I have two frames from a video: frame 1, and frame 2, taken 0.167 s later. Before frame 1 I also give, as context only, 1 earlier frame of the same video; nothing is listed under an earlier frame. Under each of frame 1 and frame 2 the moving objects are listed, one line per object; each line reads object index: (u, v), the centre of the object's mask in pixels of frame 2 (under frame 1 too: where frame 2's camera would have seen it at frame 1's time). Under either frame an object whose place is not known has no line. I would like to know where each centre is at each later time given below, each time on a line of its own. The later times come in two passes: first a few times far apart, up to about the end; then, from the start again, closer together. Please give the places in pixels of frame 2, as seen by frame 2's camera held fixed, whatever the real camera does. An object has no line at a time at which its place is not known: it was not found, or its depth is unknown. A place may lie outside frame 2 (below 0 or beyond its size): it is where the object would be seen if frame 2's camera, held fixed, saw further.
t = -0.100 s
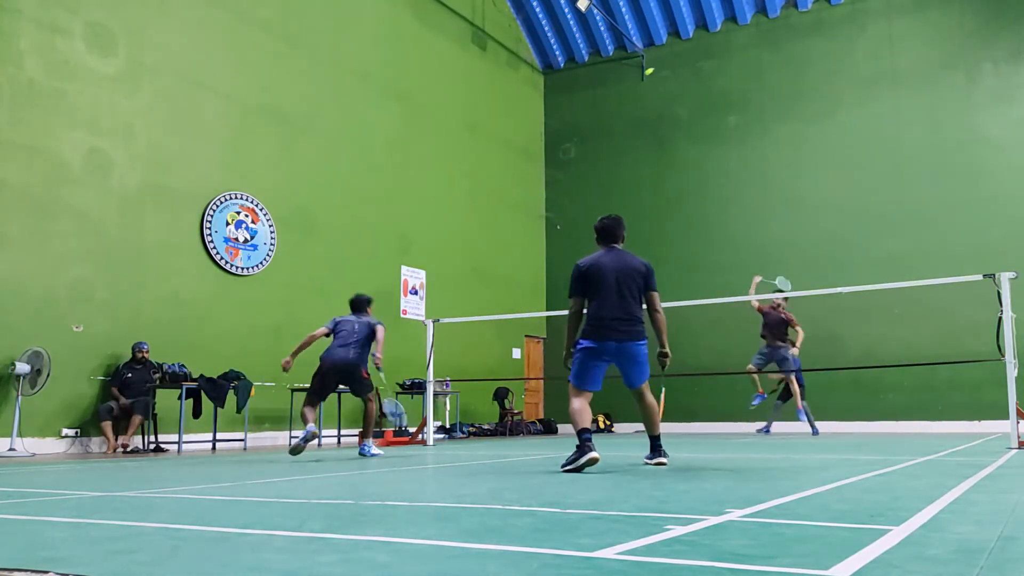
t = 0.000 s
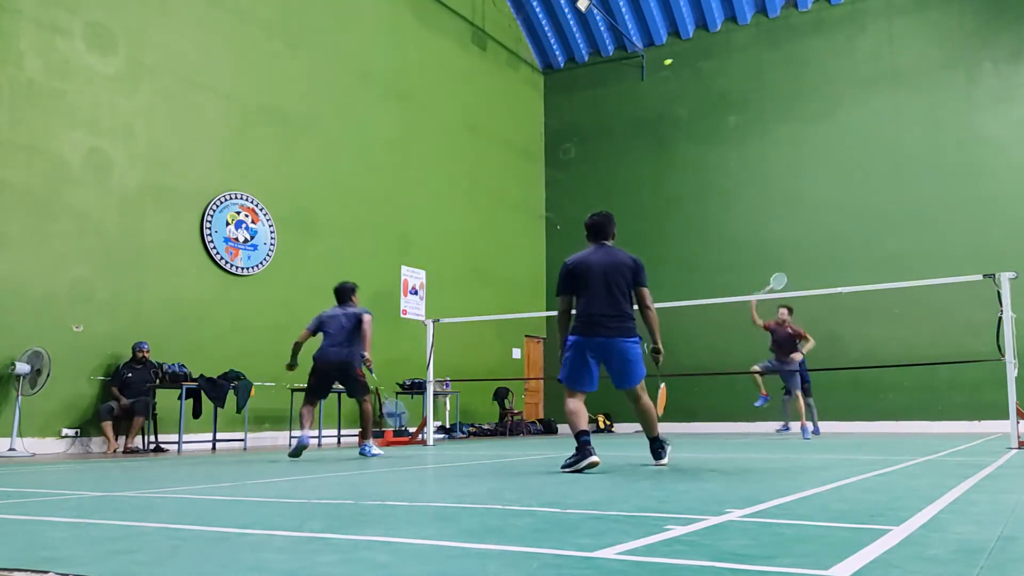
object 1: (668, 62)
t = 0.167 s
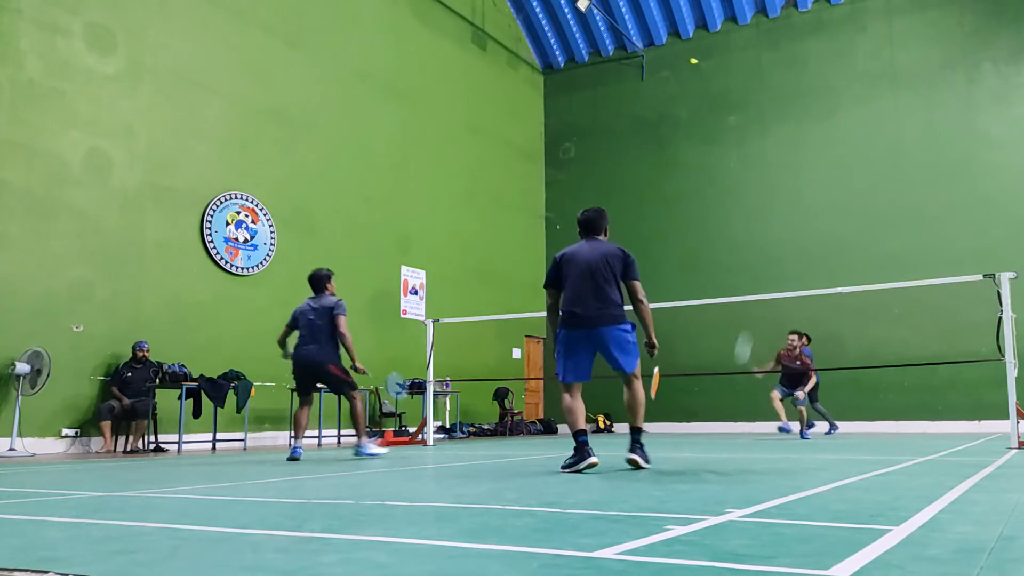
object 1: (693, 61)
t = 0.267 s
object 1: (707, 68)
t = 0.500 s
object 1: (735, 104)
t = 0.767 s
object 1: (760, 169)
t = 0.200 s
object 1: (698, 63)
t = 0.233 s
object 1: (703, 65)
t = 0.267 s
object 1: (707, 68)
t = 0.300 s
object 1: (711, 72)
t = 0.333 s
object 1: (716, 76)
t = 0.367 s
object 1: (720, 80)
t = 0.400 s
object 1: (724, 86)
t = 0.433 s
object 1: (728, 91)
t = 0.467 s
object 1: (732, 97)
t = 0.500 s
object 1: (735, 104)
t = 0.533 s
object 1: (739, 110)
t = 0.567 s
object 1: (742, 118)
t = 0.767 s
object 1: (760, 169)
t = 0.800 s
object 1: (763, 178)
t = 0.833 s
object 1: (766, 188)
